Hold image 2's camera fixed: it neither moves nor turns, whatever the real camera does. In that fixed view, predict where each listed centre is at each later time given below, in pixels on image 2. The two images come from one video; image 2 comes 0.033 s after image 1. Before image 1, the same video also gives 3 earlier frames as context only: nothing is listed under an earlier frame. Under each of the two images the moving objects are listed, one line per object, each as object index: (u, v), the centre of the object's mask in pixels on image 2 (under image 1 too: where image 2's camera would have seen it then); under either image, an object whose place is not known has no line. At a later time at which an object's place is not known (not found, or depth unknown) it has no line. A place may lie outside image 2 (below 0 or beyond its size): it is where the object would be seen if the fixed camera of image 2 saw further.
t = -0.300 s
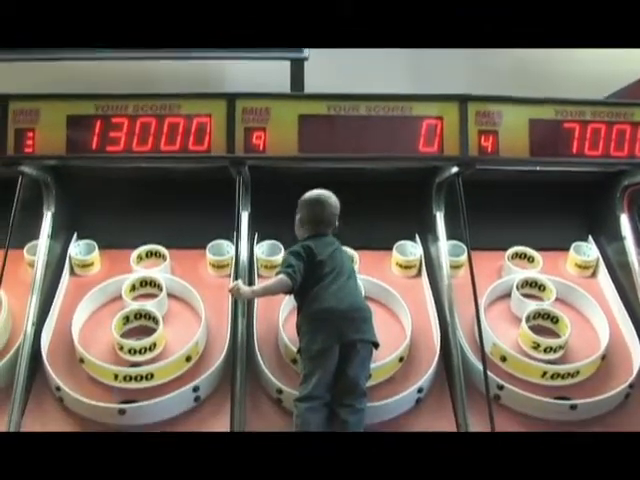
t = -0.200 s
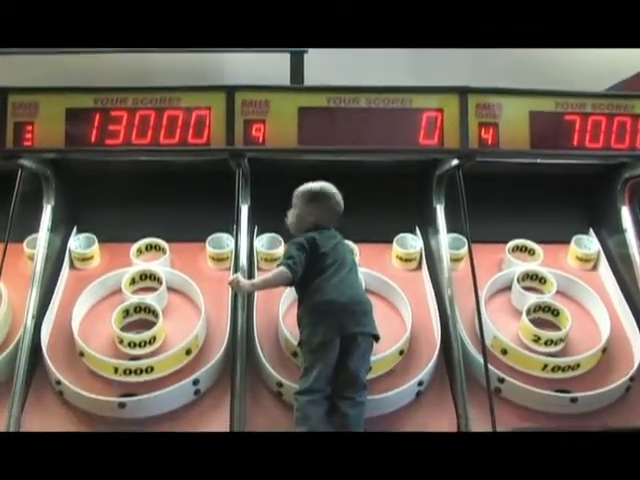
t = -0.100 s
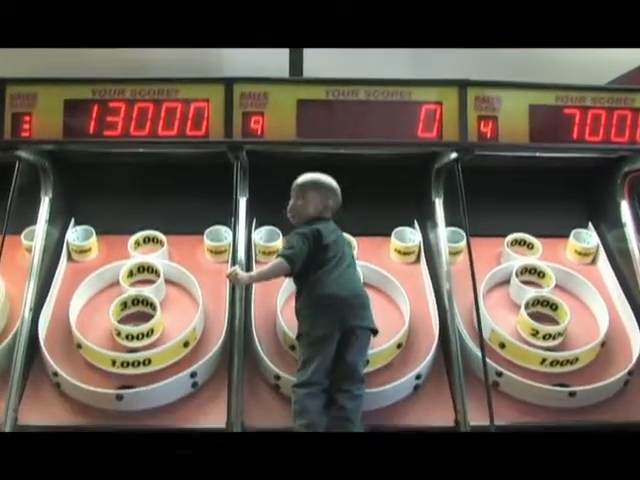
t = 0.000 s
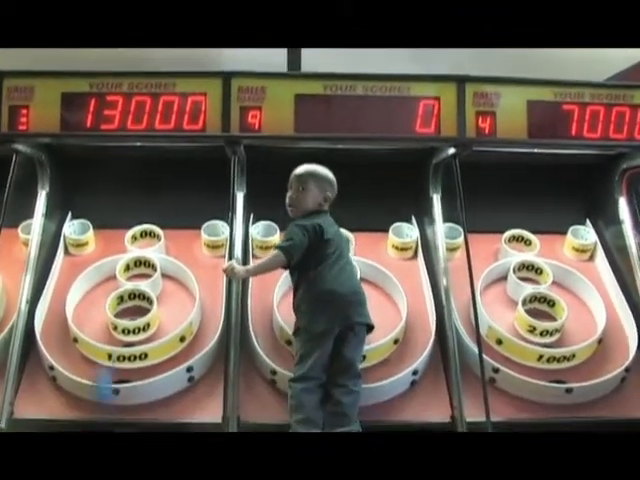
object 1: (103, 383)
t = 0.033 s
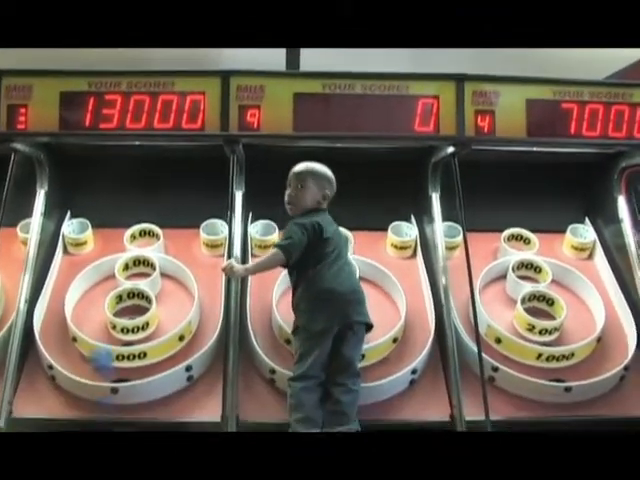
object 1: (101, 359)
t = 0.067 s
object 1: (102, 335)
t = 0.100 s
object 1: (101, 316)
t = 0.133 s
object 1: (100, 300)
